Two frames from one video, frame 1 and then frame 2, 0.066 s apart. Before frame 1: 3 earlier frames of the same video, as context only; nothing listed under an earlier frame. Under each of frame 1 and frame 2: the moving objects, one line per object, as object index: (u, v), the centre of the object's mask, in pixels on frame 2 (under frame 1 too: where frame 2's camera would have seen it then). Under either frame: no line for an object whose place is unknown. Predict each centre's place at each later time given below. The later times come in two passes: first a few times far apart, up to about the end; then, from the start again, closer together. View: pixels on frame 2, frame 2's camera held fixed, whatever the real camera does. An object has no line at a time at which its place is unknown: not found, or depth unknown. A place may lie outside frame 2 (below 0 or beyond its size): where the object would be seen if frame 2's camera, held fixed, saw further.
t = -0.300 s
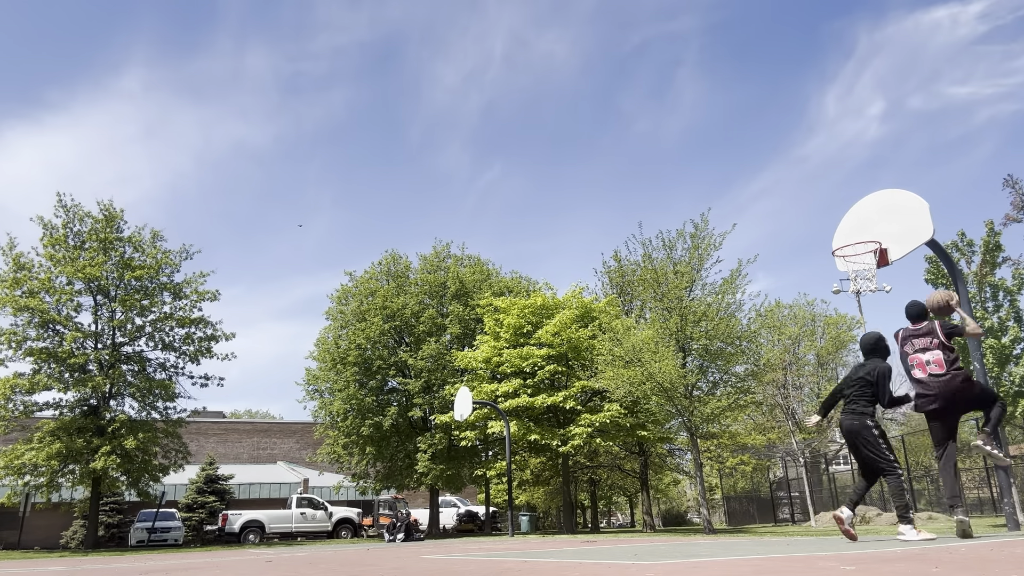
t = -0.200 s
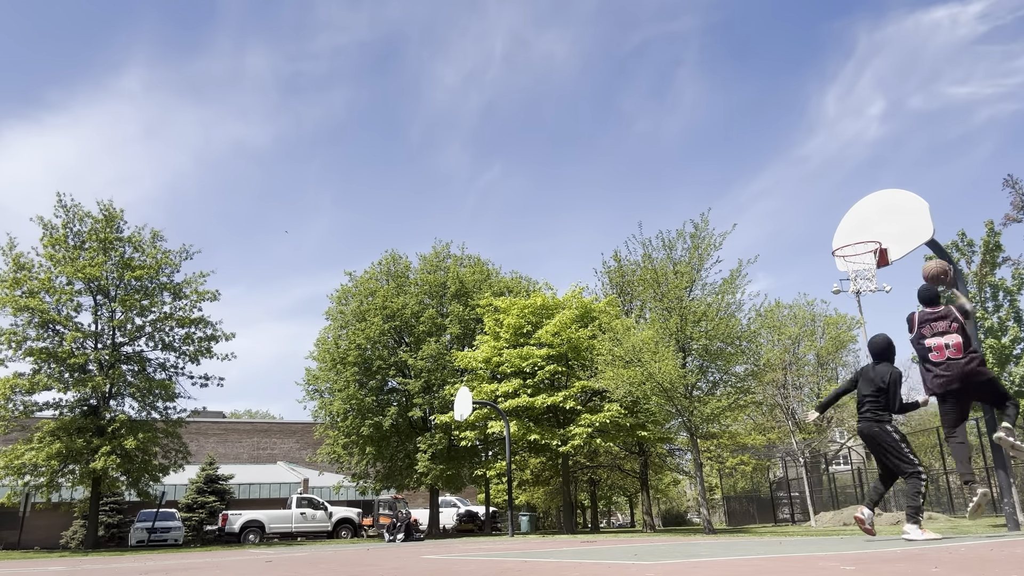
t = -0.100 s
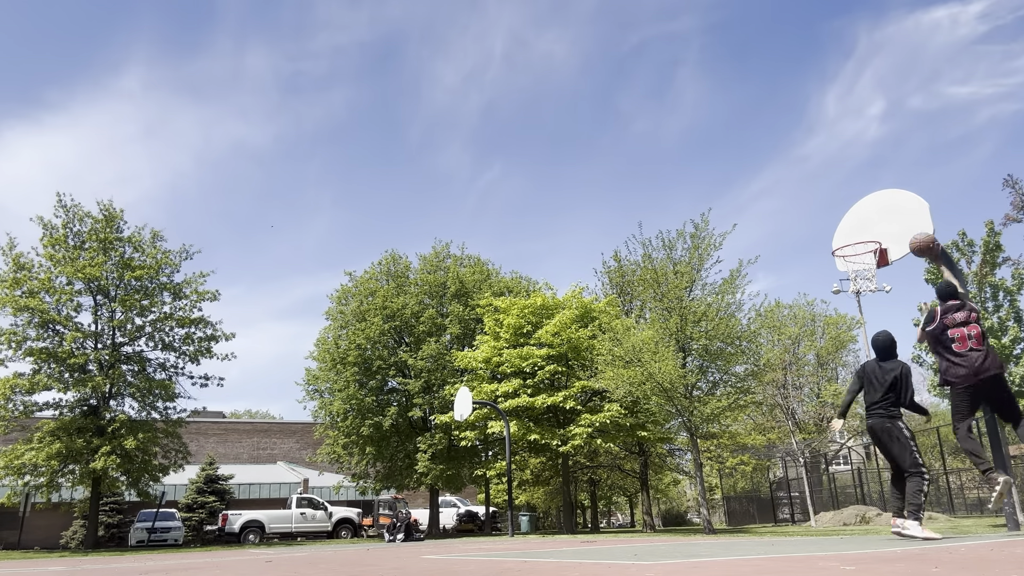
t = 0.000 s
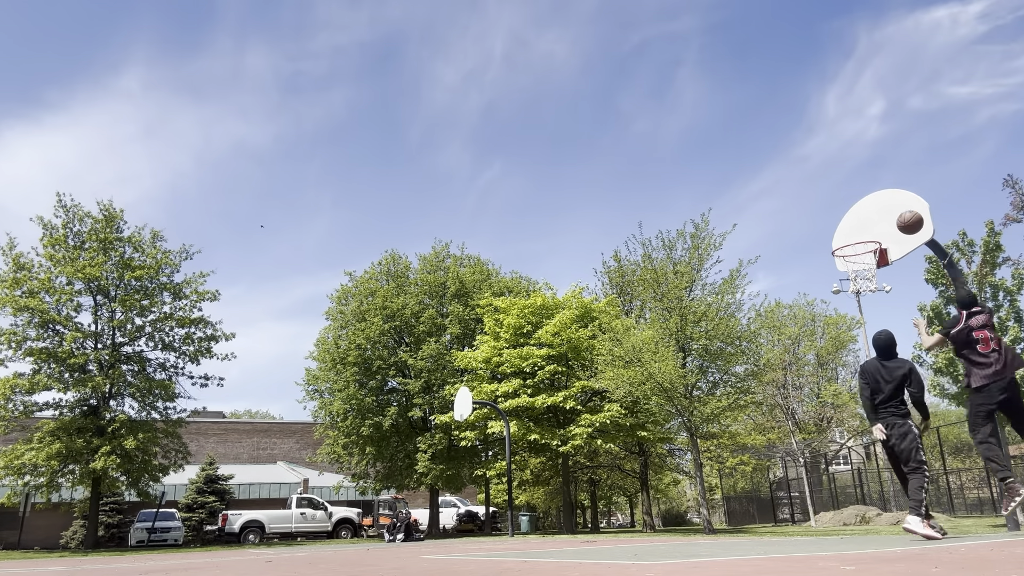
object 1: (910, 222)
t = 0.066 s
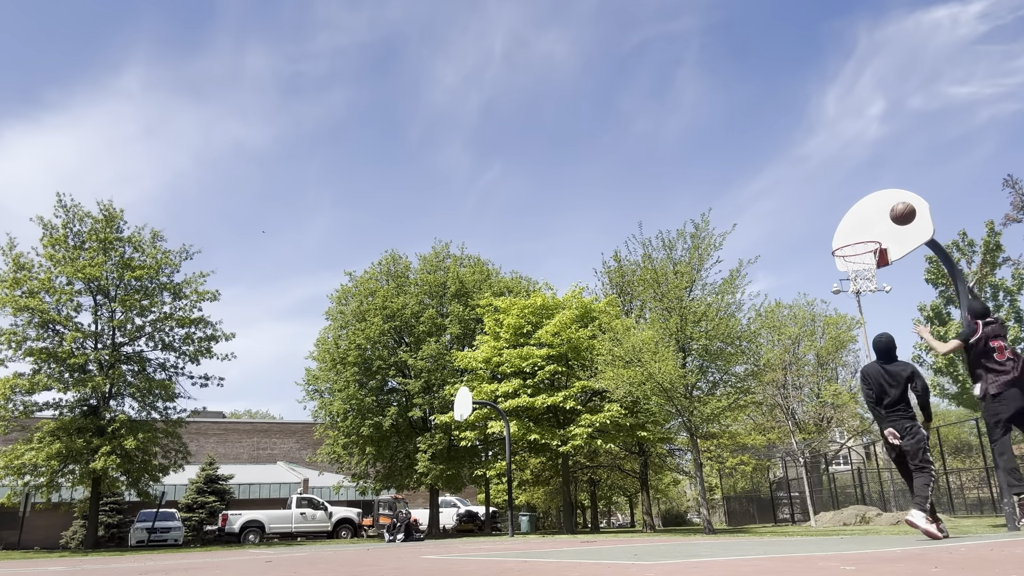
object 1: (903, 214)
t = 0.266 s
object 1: (888, 212)
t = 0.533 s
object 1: (865, 231)
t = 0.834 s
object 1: (845, 240)
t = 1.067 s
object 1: (867, 252)
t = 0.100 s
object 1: (899, 211)
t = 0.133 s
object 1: (897, 209)
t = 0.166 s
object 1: (894, 208)
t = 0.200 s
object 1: (892, 208)
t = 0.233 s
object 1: (890, 210)
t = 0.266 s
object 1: (888, 212)
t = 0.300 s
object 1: (886, 215)
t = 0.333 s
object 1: (884, 219)
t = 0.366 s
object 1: (883, 224)
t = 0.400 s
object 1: (882, 229)
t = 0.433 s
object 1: (878, 233)
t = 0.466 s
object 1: (874, 235)
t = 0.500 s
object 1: (870, 233)
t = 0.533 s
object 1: (865, 231)
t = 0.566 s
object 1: (861, 231)
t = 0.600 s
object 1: (857, 231)
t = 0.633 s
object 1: (854, 231)
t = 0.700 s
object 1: (847, 235)
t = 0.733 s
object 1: (843, 239)
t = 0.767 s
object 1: (840, 244)
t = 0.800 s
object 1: (842, 242)
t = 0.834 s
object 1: (845, 240)
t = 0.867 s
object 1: (847, 238)
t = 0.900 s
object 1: (850, 239)
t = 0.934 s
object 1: (854, 240)
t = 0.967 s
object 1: (857, 242)
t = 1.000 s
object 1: (860, 244)
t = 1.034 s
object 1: (863, 248)
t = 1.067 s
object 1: (867, 252)
